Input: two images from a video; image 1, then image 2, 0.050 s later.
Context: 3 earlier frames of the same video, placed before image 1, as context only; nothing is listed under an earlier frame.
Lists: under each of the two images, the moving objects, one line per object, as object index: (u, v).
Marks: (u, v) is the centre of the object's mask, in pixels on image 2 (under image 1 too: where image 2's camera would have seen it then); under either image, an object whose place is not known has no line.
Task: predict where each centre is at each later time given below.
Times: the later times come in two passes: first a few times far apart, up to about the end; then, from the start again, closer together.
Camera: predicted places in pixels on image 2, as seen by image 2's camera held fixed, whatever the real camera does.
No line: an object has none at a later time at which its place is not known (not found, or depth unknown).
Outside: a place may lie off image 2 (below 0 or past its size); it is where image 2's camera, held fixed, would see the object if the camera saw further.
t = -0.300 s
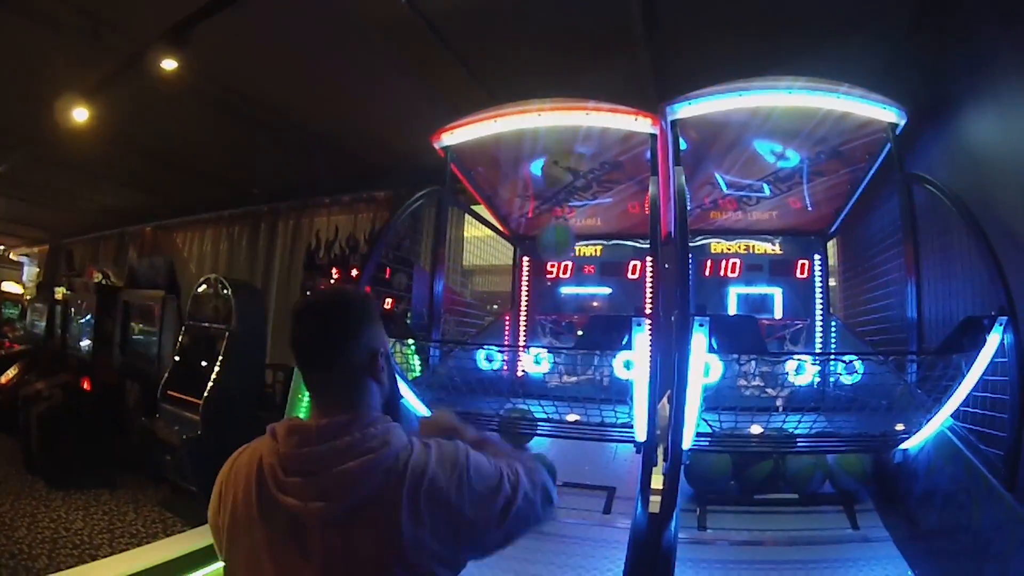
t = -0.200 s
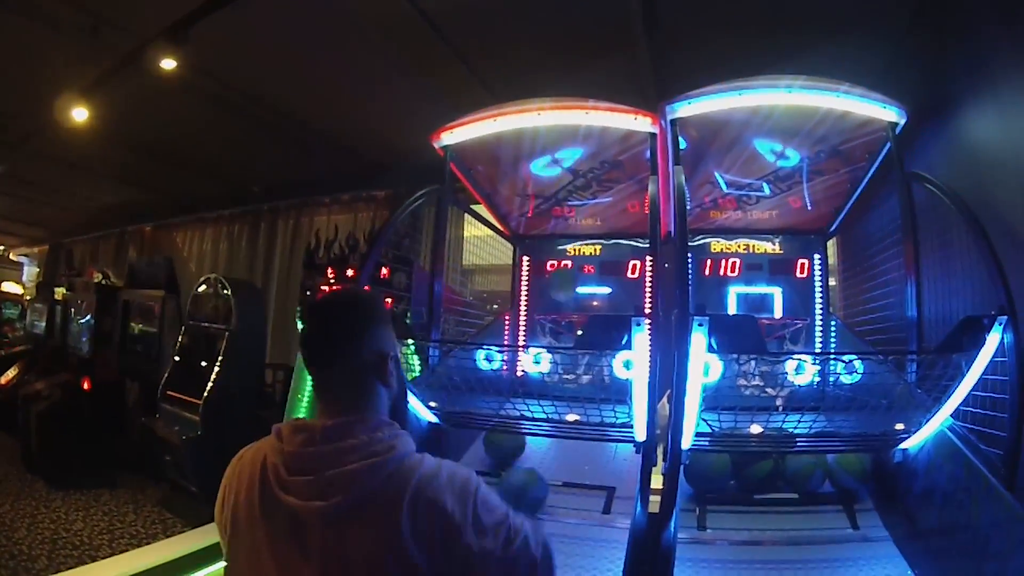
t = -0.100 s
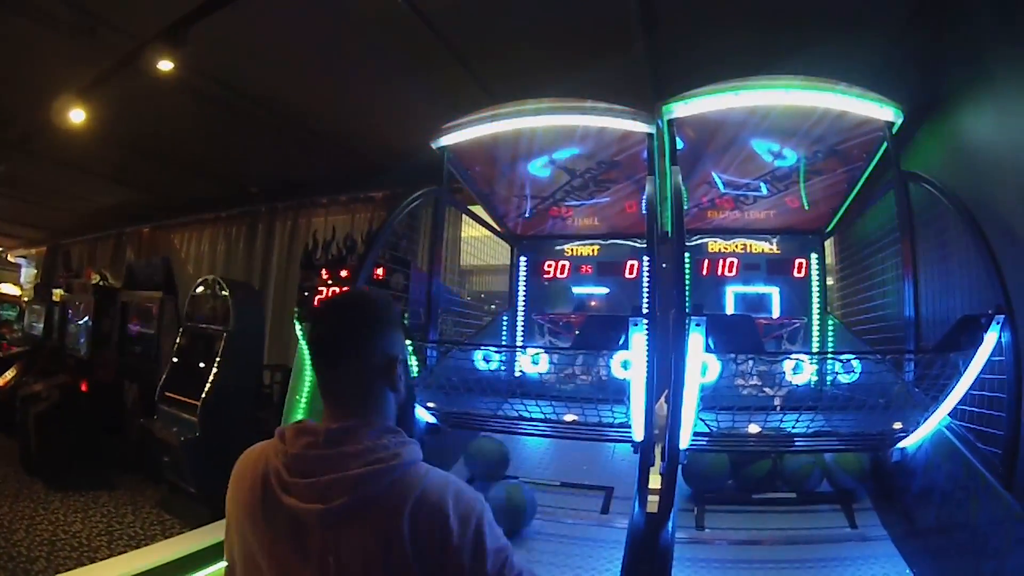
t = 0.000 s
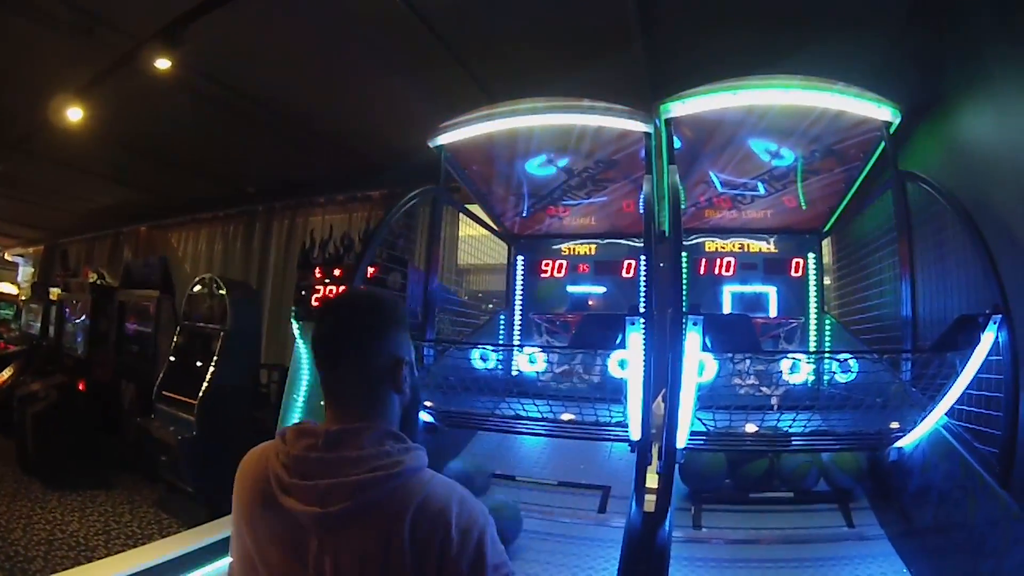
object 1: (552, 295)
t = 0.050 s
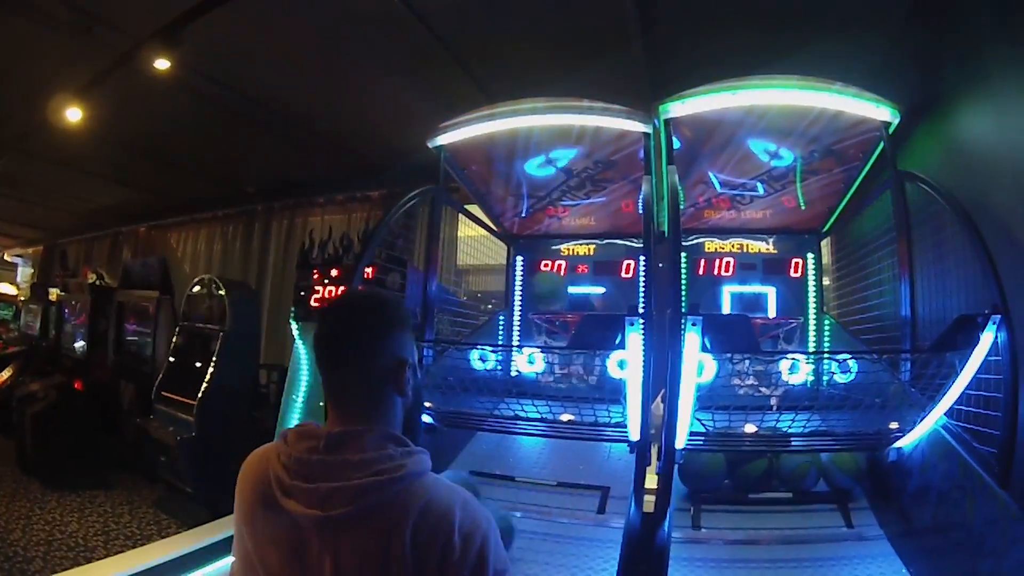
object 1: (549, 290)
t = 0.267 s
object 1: (543, 290)
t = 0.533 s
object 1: (534, 368)
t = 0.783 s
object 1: (528, 288)
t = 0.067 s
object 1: (549, 287)
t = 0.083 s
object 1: (548, 284)
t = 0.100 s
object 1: (548, 282)
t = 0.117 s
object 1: (548, 280)
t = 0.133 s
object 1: (546, 279)
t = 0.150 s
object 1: (545, 279)
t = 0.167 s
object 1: (545, 279)
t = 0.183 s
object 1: (545, 279)
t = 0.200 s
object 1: (545, 279)
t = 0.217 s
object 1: (544, 281)
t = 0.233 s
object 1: (544, 283)
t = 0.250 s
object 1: (544, 285)
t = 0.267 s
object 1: (543, 290)
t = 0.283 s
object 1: (543, 293)
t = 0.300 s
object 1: (543, 297)
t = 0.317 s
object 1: (543, 303)
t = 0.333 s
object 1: (542, 309)
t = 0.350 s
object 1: (542, 315)
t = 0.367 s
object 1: (542, 323)
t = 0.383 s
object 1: (541, 328)
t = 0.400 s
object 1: (540, 339)
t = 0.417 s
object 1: (540, 349)
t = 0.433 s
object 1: (536, 364)
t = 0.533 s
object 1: (534, 368)
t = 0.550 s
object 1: (535, 355)
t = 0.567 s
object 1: (536, 346)
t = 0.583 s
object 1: (536, 331)
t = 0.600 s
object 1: (535, 326)
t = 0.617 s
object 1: (534, 322)
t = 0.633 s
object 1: (533, 316)
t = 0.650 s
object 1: (533, 311)
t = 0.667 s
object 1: (532, 306)
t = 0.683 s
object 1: (532, 301)
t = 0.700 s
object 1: (531, 297)
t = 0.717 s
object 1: (530, 293)
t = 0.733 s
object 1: (530, 291)
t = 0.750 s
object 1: (529, 289)
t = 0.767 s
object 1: (528, 288)
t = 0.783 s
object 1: (528, 288)
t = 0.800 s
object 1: (527, 287)
